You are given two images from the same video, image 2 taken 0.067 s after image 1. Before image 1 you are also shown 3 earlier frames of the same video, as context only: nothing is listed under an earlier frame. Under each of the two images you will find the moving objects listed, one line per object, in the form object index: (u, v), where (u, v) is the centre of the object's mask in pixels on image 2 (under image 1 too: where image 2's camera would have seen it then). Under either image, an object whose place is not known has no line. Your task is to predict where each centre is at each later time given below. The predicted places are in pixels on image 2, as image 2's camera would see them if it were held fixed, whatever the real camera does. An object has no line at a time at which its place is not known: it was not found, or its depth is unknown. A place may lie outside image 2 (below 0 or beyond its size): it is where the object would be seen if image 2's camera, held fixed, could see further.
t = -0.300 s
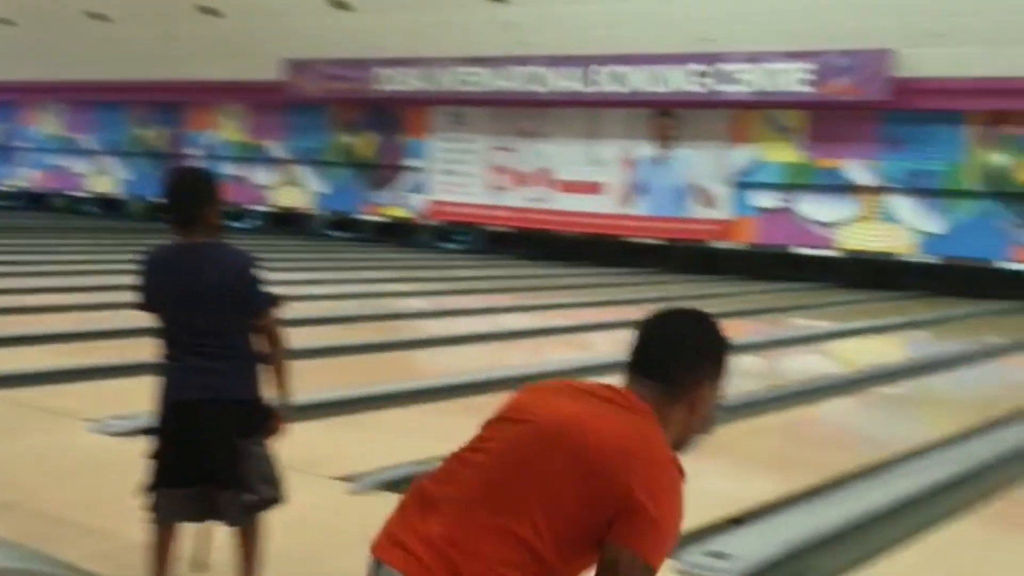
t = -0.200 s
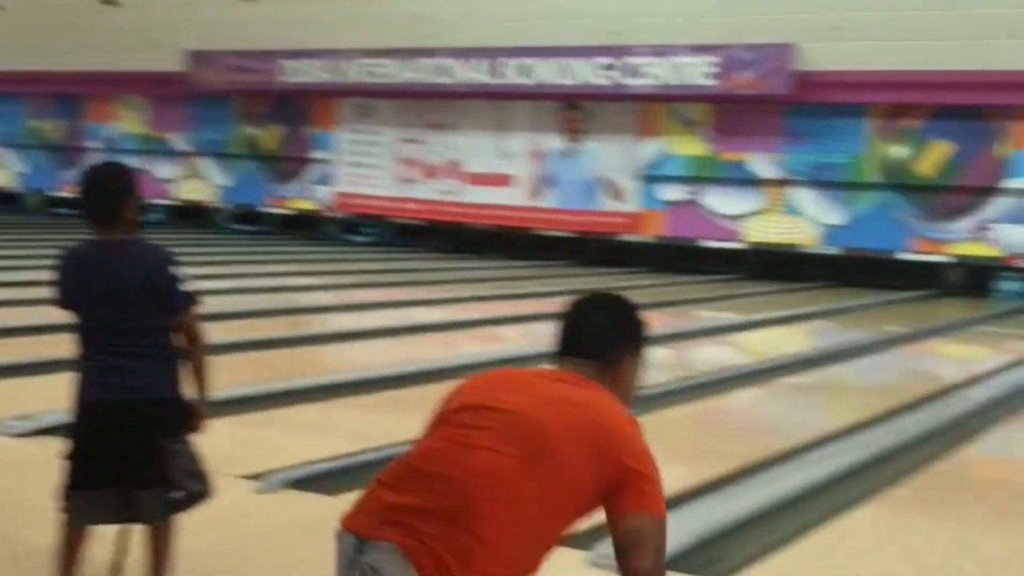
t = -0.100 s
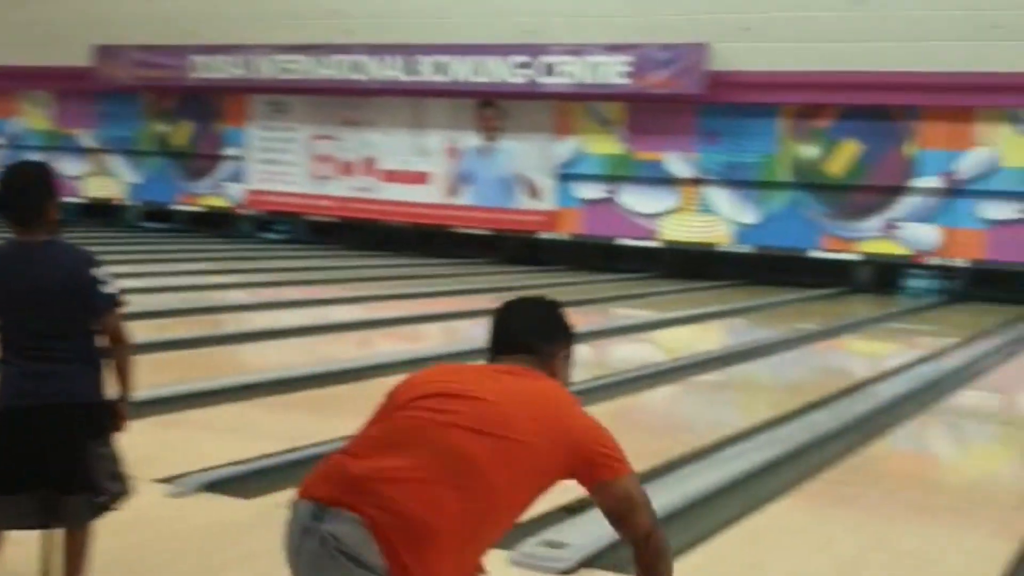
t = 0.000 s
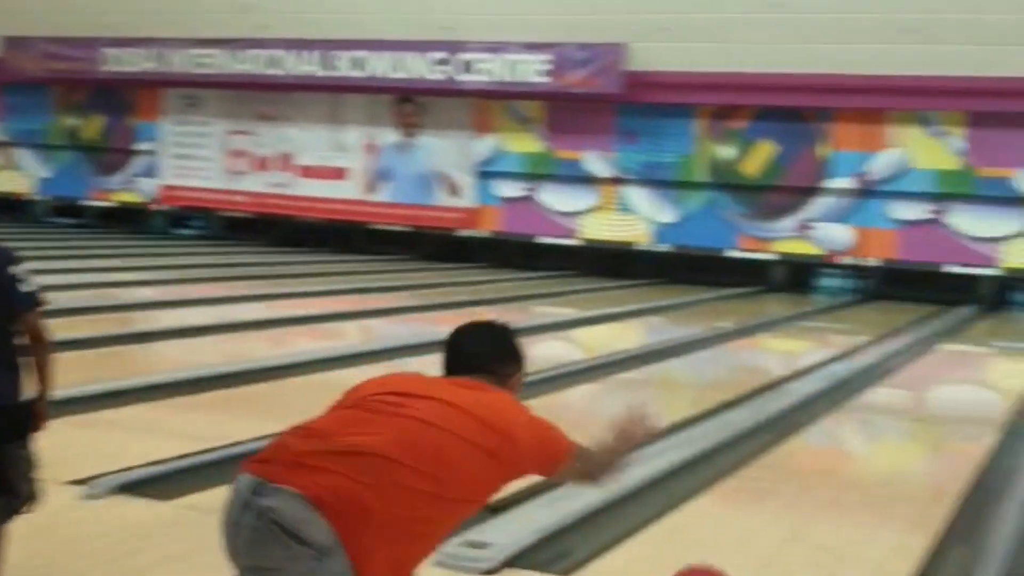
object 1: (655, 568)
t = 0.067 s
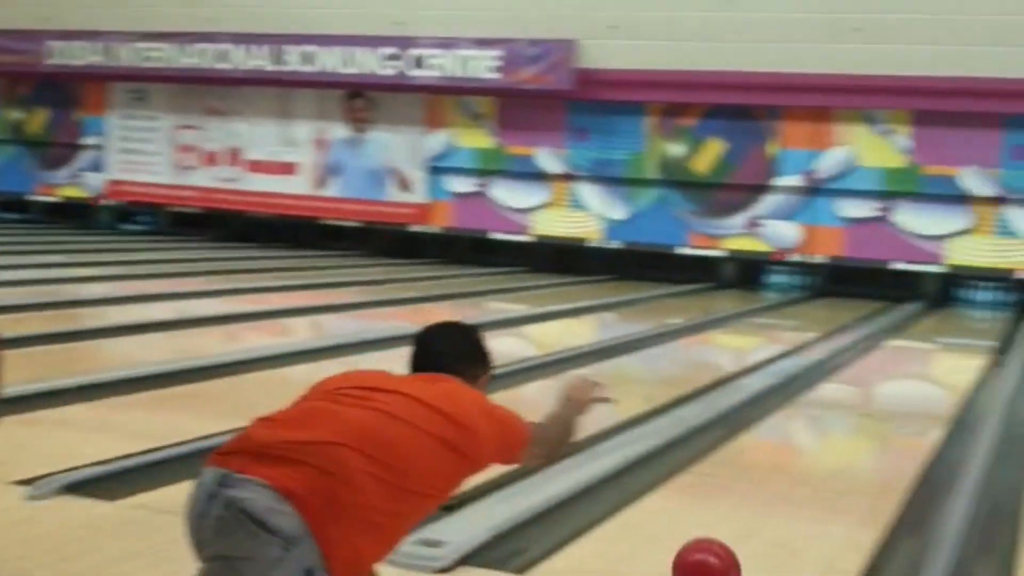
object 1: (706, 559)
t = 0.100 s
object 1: (726, 557)
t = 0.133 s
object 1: (744, 557)
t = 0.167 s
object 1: (762, 552)
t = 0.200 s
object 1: (778, 536)
